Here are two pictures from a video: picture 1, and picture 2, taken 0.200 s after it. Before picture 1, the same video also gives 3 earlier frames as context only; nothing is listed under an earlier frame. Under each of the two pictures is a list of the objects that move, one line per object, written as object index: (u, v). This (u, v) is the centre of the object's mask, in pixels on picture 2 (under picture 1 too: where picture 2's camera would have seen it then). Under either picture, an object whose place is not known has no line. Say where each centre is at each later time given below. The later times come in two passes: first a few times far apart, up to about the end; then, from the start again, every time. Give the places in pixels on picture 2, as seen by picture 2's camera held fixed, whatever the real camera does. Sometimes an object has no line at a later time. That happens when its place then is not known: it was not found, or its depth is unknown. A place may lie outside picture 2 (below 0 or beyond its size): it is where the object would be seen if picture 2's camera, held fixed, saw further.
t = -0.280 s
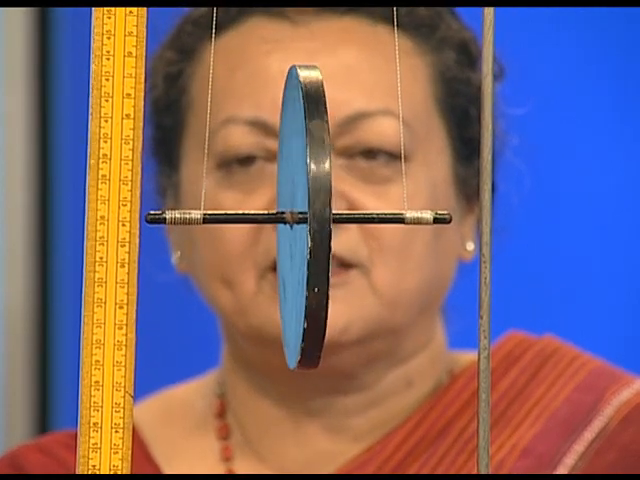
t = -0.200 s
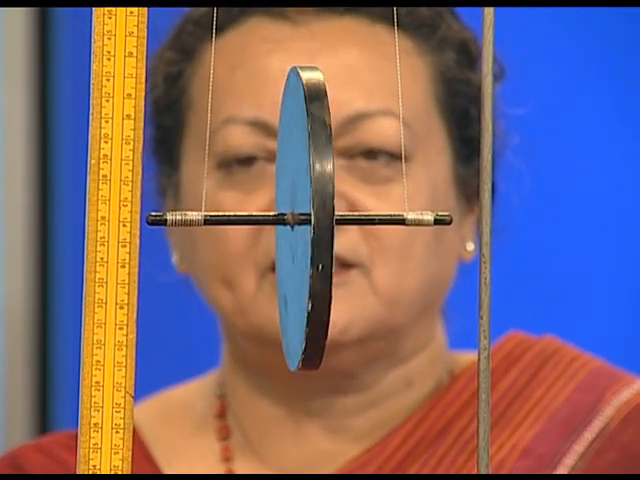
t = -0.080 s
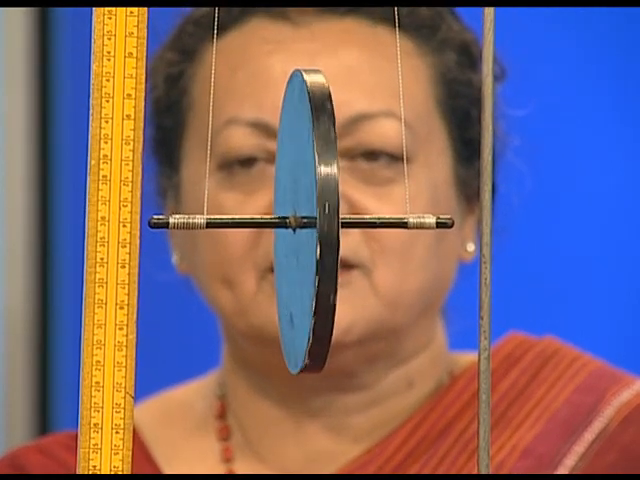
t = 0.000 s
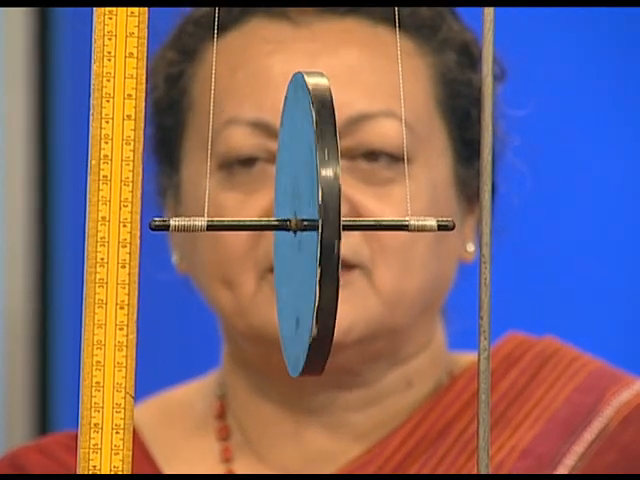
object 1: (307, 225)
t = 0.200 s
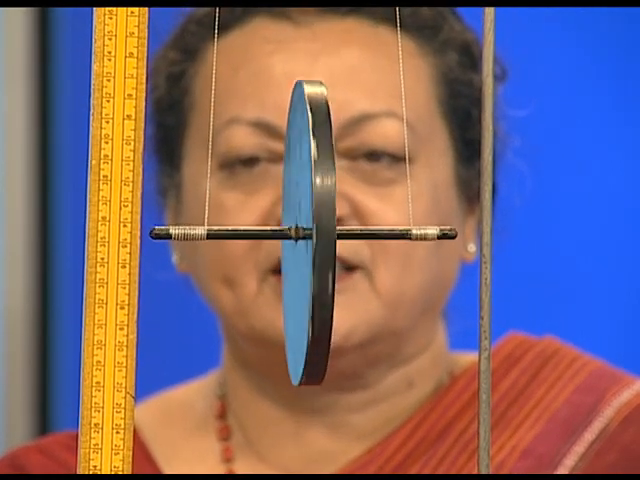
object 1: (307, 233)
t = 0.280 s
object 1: (306, 238)
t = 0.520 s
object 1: (304, 255)
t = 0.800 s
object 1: (306, 282)
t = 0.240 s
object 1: (306, 235)
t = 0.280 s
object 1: (306, 238)
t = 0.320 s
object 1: (305, 241)
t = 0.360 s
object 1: (305, 243)
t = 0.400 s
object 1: (305, 246)
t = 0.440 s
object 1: (305, 250)
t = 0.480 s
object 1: (305, 253)
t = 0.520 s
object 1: (304, 255)
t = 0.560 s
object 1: (304, 258)
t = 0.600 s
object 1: (304, 262)
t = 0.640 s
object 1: (304, 266)
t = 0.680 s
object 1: (304, 270)
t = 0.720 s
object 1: (304, 274)
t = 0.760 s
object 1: (305, 278)
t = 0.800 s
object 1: (306, 282)
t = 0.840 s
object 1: (306, 286)
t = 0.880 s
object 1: (307, 291)
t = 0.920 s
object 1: (308, 294)
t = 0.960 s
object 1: (308, 298)
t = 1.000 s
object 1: (308, 304)
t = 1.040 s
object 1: (308, 309)
